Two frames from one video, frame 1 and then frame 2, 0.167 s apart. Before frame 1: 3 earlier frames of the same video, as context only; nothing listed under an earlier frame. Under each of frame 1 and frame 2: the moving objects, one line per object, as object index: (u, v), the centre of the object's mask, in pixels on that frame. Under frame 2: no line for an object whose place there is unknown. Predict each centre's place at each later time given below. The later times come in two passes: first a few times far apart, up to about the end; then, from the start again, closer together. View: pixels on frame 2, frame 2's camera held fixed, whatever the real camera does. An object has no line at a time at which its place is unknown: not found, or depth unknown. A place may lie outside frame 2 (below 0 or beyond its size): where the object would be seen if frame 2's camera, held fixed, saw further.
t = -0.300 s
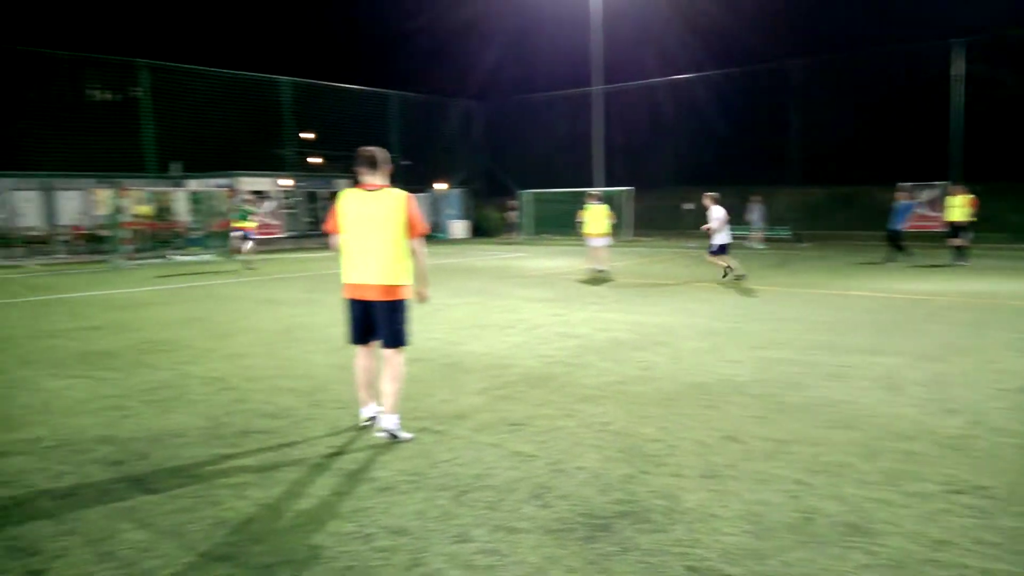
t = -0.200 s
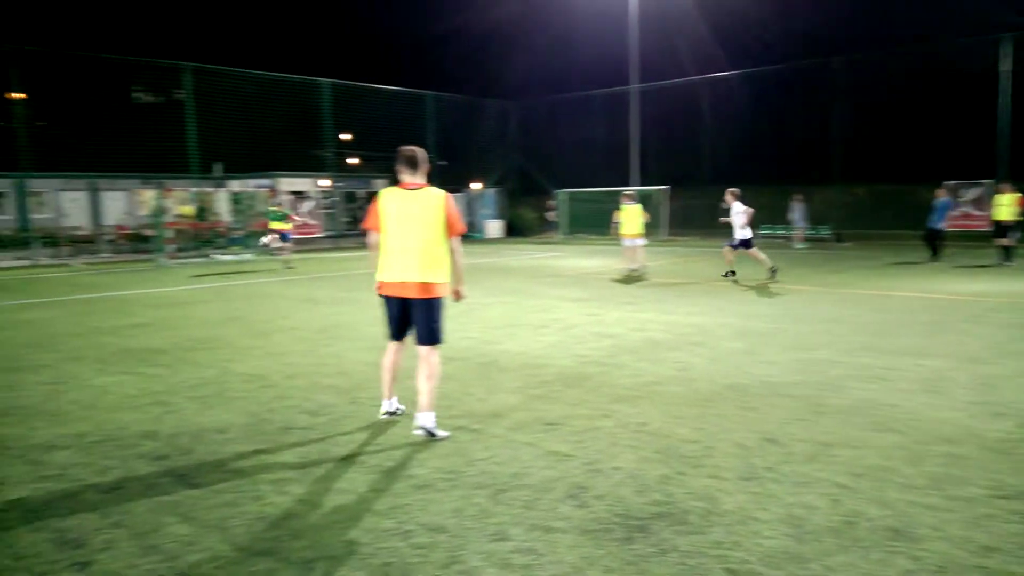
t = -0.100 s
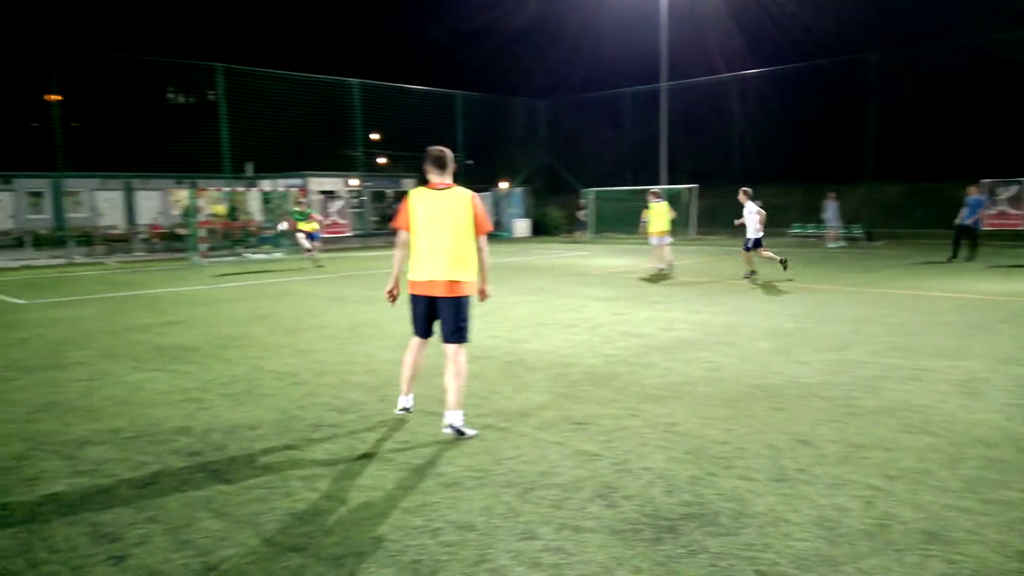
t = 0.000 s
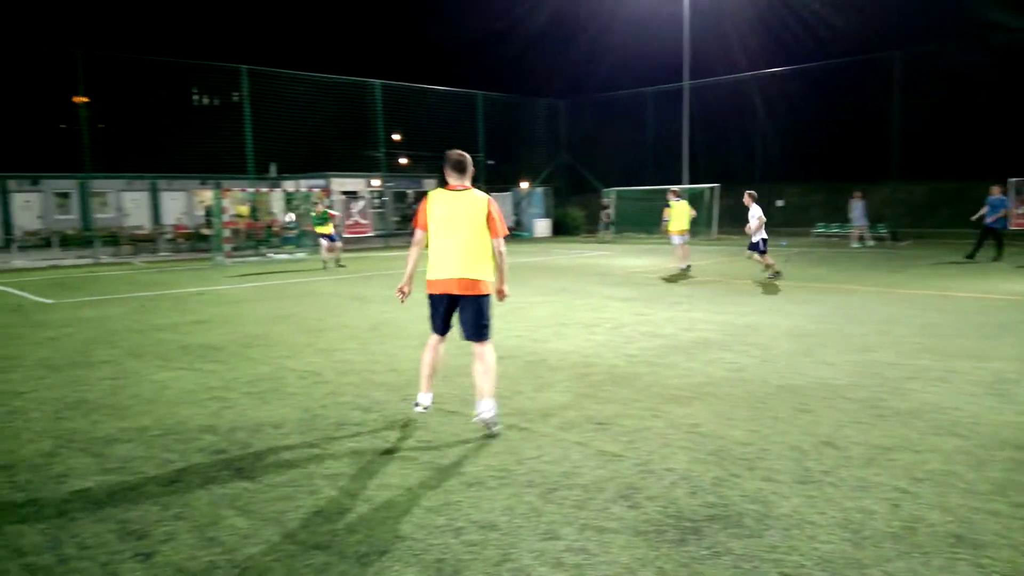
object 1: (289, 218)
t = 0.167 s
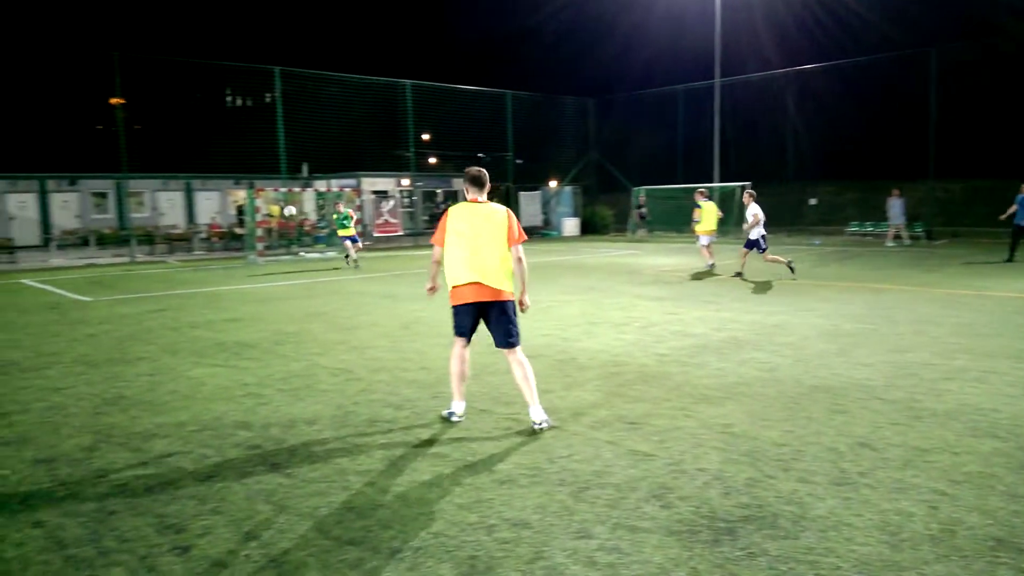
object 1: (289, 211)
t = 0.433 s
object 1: (217, 239)
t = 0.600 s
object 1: (141, 295)
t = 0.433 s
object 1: (217, 239)
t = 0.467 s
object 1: (204, 246)
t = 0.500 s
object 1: (191, 256)
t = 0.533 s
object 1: (176, 267)
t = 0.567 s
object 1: (159, 281)
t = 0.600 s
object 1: (141, 295)
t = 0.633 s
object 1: (122, 311)
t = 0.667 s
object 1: (101, 330)
